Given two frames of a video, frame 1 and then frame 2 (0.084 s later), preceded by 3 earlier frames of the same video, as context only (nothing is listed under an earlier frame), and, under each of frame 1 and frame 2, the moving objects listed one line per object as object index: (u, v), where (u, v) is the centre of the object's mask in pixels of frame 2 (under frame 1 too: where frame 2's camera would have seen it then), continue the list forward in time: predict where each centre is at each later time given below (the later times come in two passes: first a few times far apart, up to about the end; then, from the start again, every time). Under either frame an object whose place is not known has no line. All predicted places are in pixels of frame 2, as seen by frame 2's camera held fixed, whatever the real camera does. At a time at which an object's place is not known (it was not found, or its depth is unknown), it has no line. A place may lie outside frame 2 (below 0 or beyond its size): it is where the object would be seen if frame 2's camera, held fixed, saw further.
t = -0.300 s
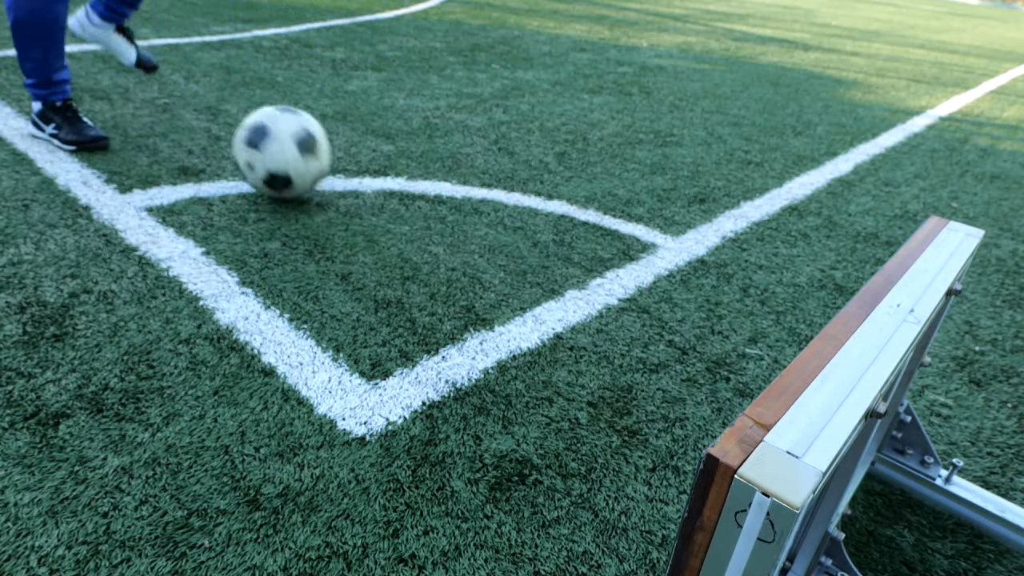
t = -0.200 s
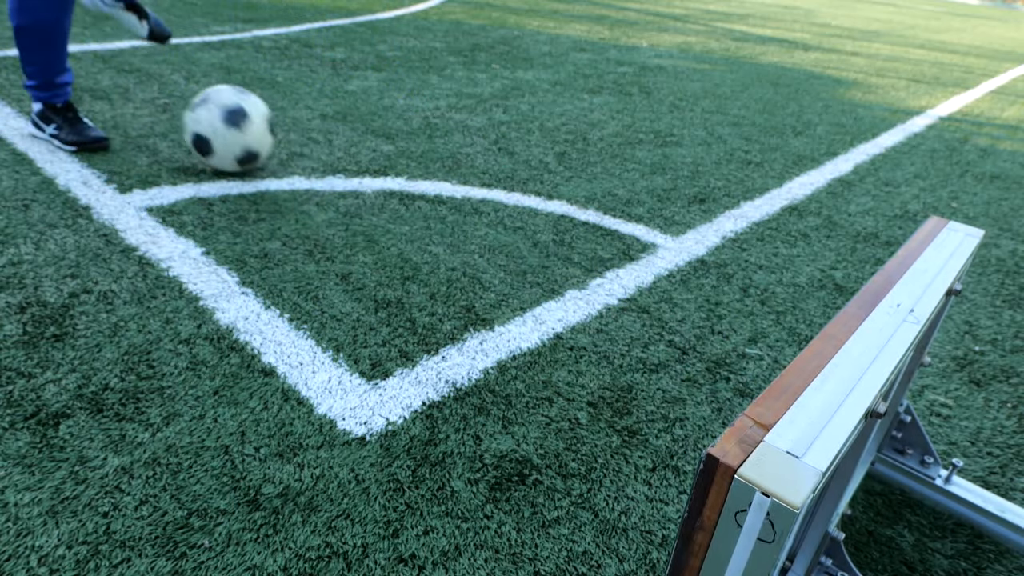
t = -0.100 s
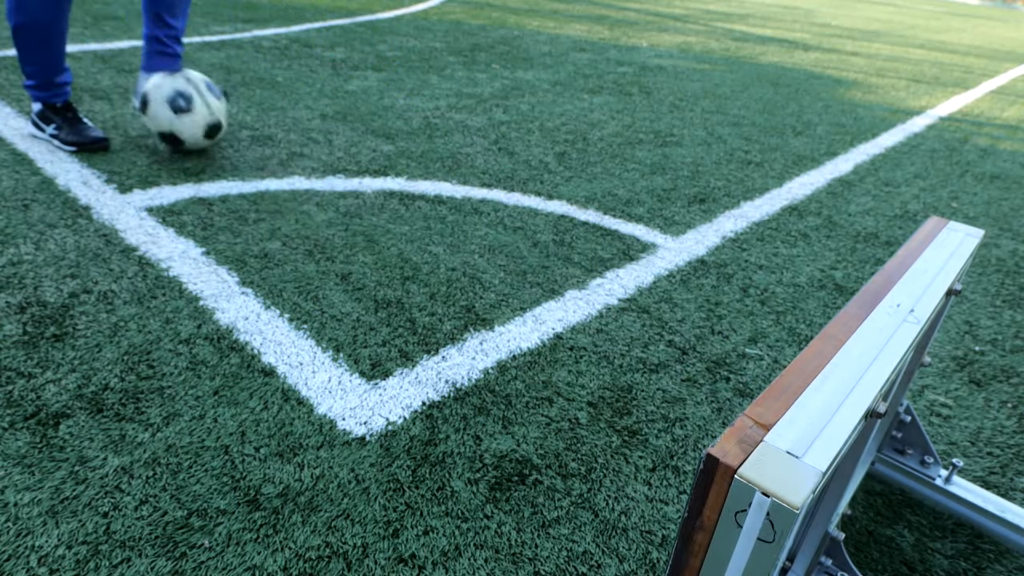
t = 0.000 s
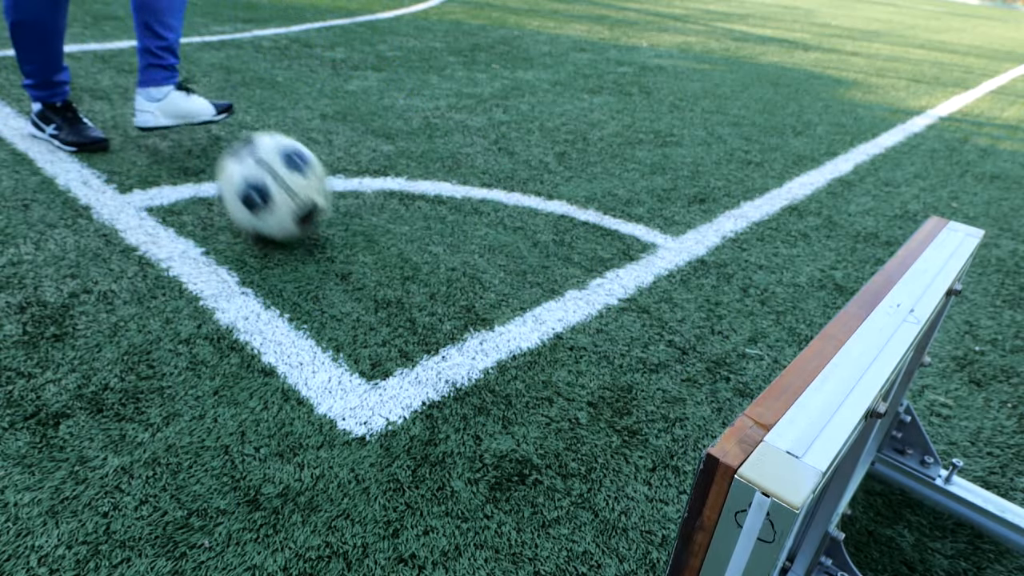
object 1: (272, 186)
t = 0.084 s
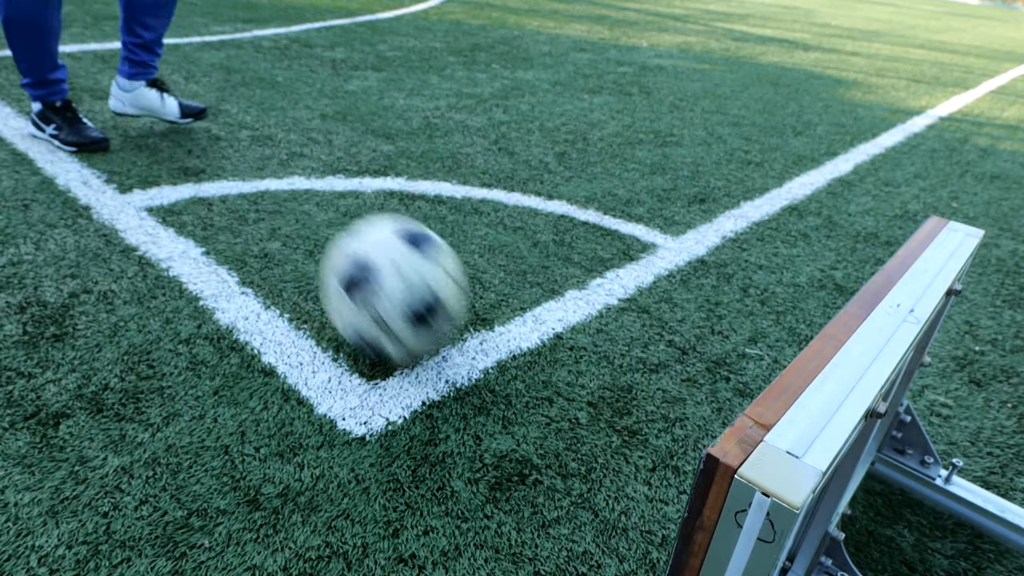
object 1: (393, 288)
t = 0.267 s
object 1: (403, 379)
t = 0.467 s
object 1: (133, 227)
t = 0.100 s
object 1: (423, 317)
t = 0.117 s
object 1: (461, 350)
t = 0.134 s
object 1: (504, 387)
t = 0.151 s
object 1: (552, 434)
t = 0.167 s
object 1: (598, 475)
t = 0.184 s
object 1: (611, 491)
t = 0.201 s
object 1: (573, 476)
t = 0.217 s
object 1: (523, 450)
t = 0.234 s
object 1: (477, 426)
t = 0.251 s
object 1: (438, 403)
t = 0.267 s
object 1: (403, 379)
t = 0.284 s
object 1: (370, 357)
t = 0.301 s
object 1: (339, 338)
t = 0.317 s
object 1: (311, 323)
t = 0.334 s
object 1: (283, 310)
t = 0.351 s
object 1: (257, 299)
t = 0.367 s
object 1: (233, 289)
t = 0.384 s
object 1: (214, 275)
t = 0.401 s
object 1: (196, 264)
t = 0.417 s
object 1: (179, 252)
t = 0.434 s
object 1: (162, 241)
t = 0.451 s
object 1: (147, 233)
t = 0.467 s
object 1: (133, 227)
